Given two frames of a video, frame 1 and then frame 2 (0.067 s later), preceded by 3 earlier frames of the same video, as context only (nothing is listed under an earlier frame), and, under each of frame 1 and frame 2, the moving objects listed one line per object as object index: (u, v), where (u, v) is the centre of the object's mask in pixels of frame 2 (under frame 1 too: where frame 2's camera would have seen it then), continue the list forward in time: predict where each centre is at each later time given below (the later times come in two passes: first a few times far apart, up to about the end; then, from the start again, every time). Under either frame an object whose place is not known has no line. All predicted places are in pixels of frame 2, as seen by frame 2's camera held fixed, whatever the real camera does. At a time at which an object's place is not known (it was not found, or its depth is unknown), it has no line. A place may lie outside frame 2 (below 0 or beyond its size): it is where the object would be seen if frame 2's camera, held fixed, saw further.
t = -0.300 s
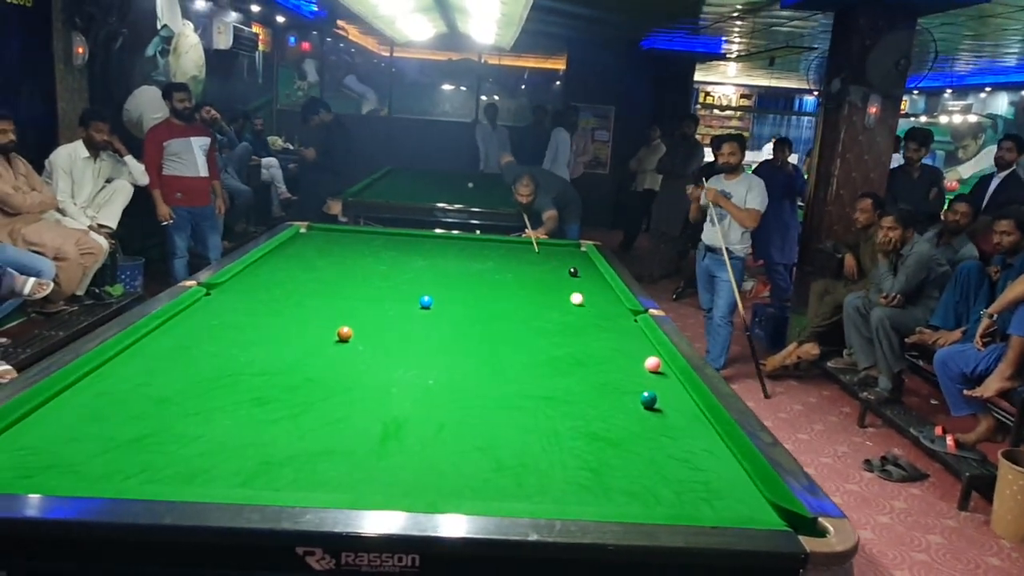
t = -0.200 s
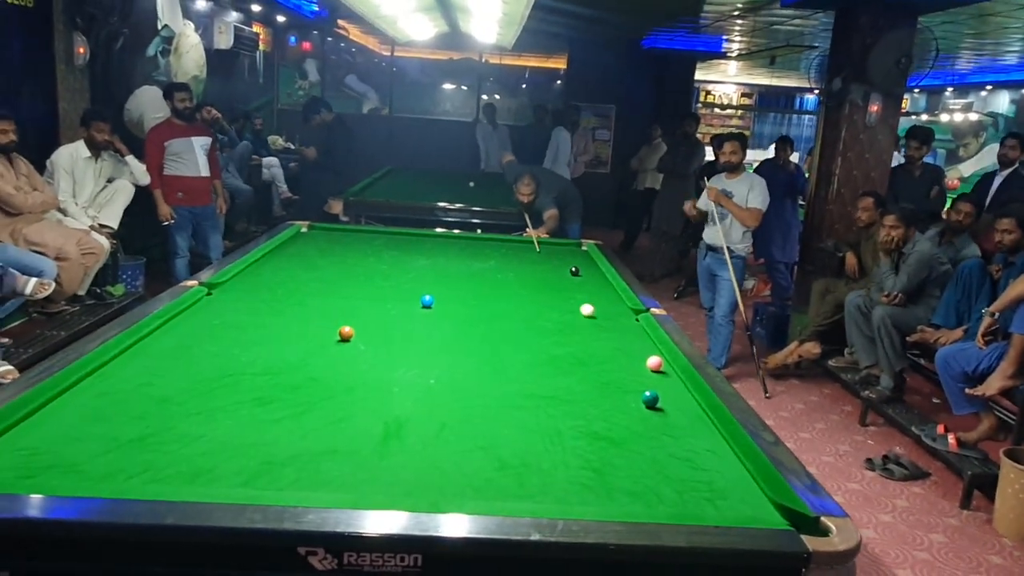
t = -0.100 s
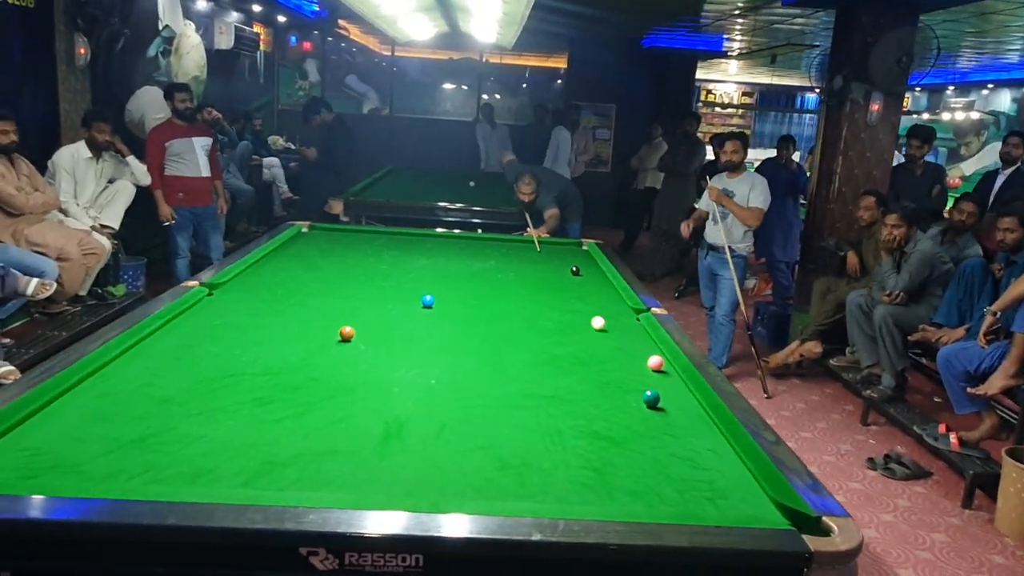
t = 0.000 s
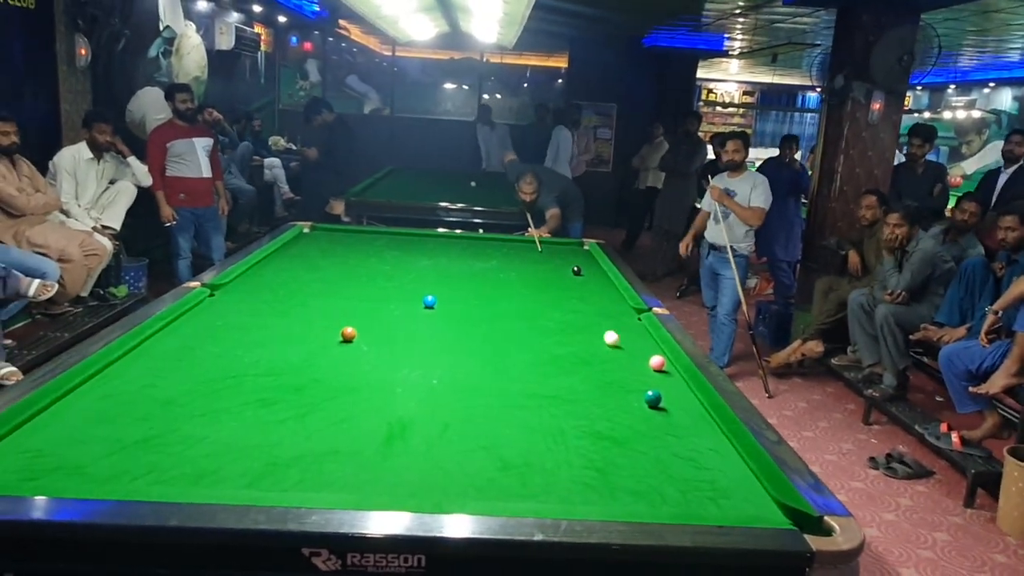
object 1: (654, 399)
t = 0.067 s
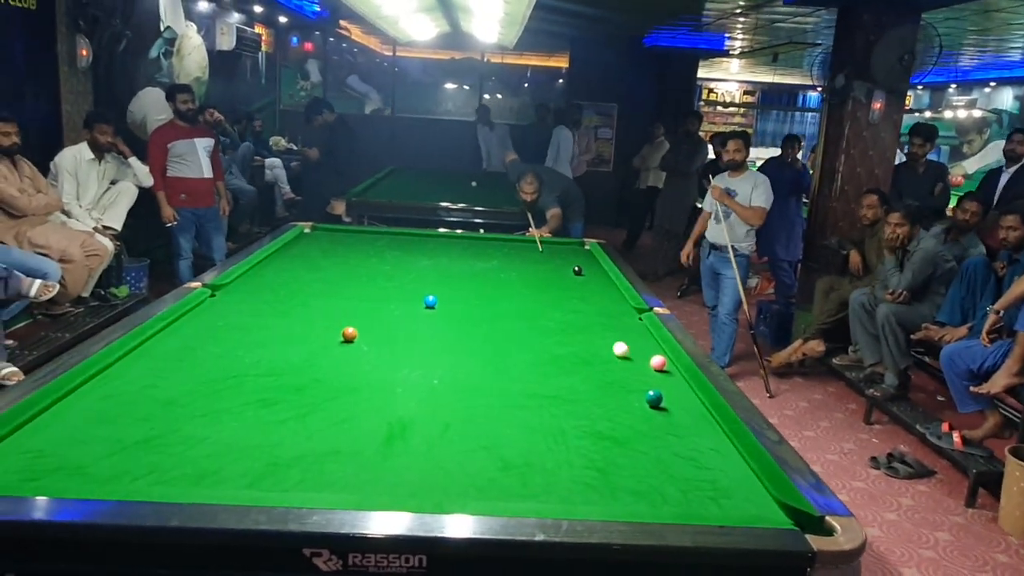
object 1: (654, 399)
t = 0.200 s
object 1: (654, 398)
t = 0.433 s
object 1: (662, 437)
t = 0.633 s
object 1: (673, 487)
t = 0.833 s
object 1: (663, 489)
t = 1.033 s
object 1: (641, 459)
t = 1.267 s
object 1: (620, 431)
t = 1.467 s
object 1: (604, 411)
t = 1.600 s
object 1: (596, 399)
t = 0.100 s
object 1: (654, 399)
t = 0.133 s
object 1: (654, 399)
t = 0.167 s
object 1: (654, 399)
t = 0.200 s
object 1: (654, 398)
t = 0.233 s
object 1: (654, 399)
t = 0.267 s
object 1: (655, 400)
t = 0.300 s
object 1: (656, 405)
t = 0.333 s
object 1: (657, 413)
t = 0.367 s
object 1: (659, 421)
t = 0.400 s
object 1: (660, 429)
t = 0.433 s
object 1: (662, 437)
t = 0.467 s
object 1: (664, 446)
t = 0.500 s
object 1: (666, 454)
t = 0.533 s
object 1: (668, 462)
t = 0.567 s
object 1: (669, 470)
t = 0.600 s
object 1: (671, 478)
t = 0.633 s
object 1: (673, 487)
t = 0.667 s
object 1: (675, 495)
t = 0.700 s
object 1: (676, 501)
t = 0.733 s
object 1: (676, 504)
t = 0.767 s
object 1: (672, 500)
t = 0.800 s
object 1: (667, 495)
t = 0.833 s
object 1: (663, 489)
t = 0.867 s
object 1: (659, 483)
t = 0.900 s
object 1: (655, 479)
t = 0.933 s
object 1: (651, 474)
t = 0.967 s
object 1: (648, 469)
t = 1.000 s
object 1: (645, 464)
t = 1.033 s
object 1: (641, 459)
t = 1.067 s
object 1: (638, 455)
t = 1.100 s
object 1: (634, 451)
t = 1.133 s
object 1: (631, 447)
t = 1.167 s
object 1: (629, 443)
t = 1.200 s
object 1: (626, 439)
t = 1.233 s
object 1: (623, 436)
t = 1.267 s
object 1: (620, 431)
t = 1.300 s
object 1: (617, 428)
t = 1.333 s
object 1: (614, 424)
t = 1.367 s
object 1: (612, 421)
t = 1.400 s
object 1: (610, 418)
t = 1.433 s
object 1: (607, 414)
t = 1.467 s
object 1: (604, 411)
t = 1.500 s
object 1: (603, 408)
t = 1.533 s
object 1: (600, 405)
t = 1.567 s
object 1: (598, 402)
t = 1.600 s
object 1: (596, 399)
